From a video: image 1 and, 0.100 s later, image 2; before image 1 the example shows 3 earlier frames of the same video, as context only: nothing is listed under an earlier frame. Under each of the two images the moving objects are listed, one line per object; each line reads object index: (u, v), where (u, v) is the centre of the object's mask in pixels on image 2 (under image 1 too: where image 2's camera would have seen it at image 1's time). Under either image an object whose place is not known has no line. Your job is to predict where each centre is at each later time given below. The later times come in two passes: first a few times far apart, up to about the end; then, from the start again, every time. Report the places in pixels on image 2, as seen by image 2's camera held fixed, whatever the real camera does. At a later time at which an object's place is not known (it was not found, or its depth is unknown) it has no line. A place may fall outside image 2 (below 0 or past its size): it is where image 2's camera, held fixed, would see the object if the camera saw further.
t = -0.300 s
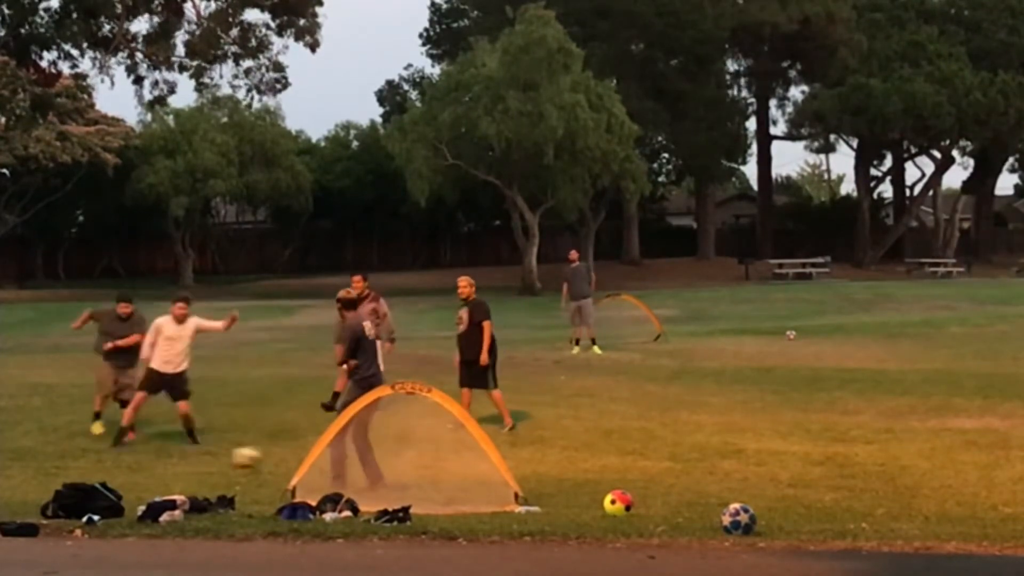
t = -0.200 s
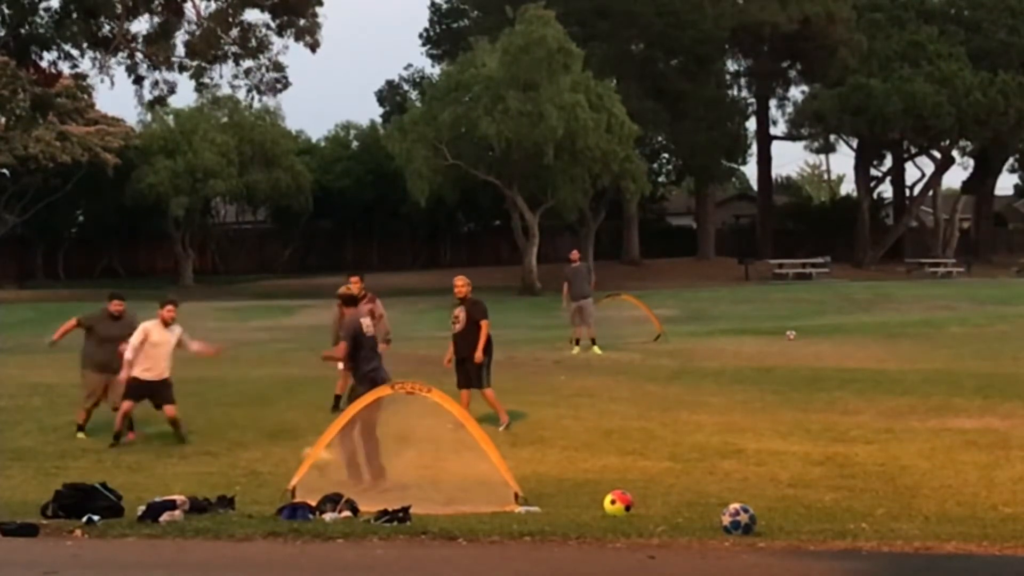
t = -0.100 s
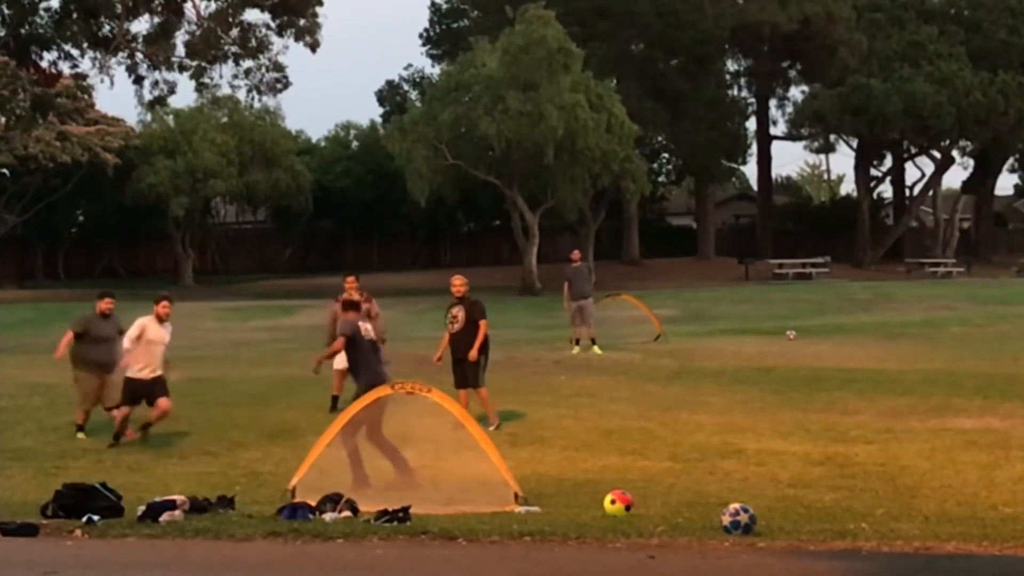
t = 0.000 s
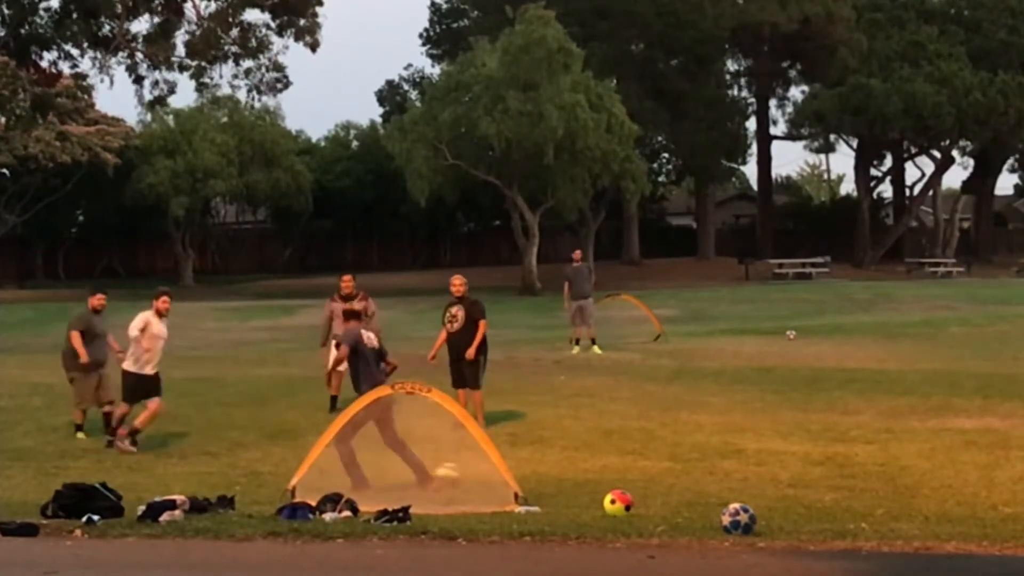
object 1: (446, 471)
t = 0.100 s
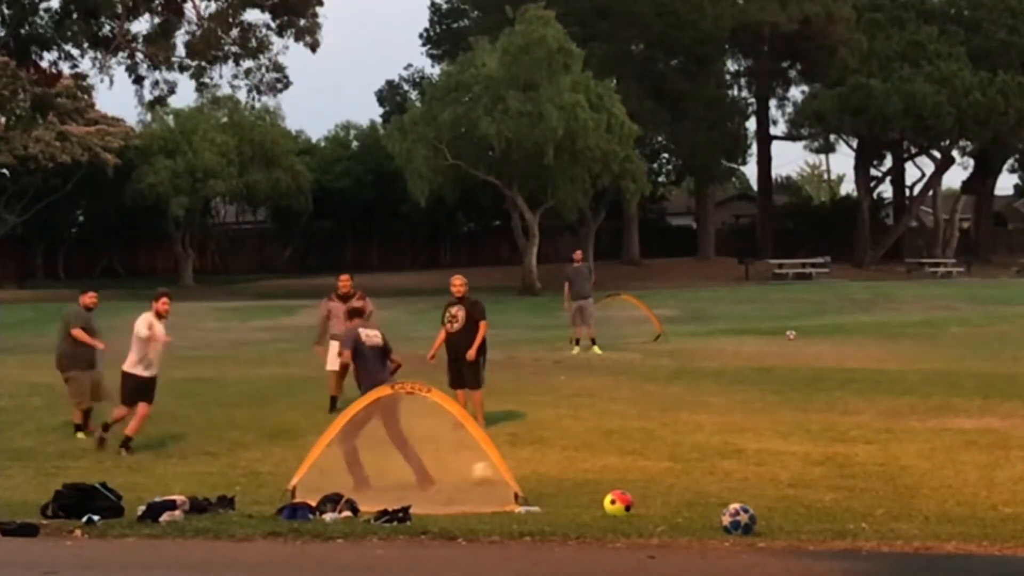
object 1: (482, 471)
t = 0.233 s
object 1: (518, 470)
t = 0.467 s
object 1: (567, 469)
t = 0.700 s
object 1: (612, 467)
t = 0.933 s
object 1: (649, 465)
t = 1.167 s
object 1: (683, 461)
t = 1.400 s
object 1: (712, 457)
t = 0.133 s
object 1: (488, 473)
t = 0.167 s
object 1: (492, 472)
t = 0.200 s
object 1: (512, 466)
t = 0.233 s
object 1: (518, 470)
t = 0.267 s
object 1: (525, 473)
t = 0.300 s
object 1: (531, 472)
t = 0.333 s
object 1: (540, 472)
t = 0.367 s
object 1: (547, 470)
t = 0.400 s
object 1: (553, 470)
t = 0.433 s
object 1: (560, 470)
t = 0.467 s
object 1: (567, 469)
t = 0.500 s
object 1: (574, 469)
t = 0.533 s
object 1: (581, 469)
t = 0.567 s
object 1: (588, 469)
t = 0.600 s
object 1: (594, 469)
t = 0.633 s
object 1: (601, 468)
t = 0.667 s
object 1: (605, 468)
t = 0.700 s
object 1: (612, 467)
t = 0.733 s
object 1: (617, 467)
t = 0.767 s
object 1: (623, 467)
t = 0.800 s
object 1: (629, 467)
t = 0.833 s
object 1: (634, 467)
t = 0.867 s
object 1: (639, 466)
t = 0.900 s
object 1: (644, 465)
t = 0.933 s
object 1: (649, 465)
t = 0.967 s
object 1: (654, 465)
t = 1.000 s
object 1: (660, 464)
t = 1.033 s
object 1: (664, 462)
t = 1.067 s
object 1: (669, 461)
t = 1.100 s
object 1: (673, 462)
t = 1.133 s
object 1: (679, 461)
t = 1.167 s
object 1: (683, 461)
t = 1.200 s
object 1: (687, 460)
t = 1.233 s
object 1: (692, 459)
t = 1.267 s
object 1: (695, 459)
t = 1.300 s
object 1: (700, 459)
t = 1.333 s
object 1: (705, 458)
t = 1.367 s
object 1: (709, 457)
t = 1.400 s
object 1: (712, 457)
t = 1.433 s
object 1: (717, 456)
